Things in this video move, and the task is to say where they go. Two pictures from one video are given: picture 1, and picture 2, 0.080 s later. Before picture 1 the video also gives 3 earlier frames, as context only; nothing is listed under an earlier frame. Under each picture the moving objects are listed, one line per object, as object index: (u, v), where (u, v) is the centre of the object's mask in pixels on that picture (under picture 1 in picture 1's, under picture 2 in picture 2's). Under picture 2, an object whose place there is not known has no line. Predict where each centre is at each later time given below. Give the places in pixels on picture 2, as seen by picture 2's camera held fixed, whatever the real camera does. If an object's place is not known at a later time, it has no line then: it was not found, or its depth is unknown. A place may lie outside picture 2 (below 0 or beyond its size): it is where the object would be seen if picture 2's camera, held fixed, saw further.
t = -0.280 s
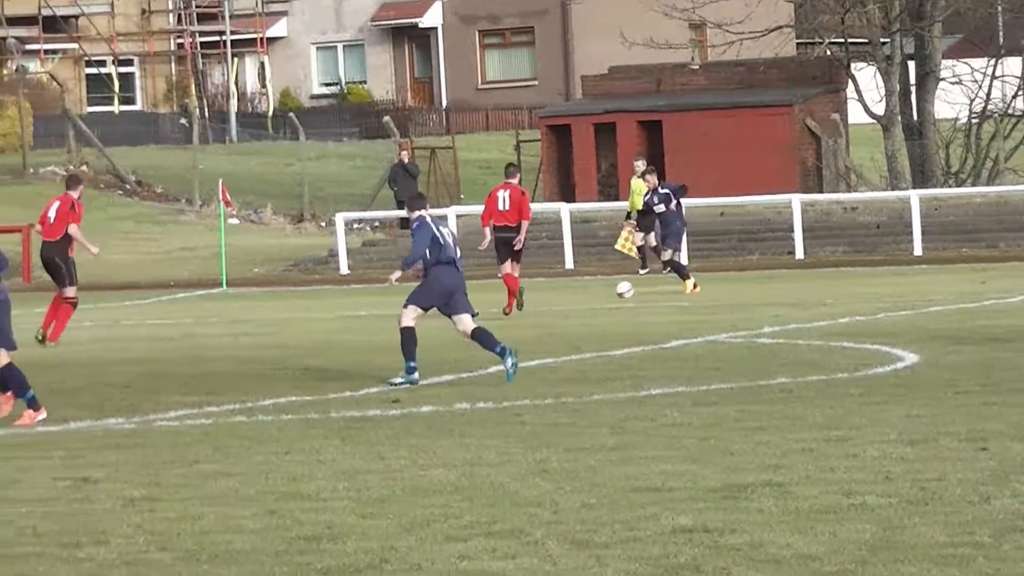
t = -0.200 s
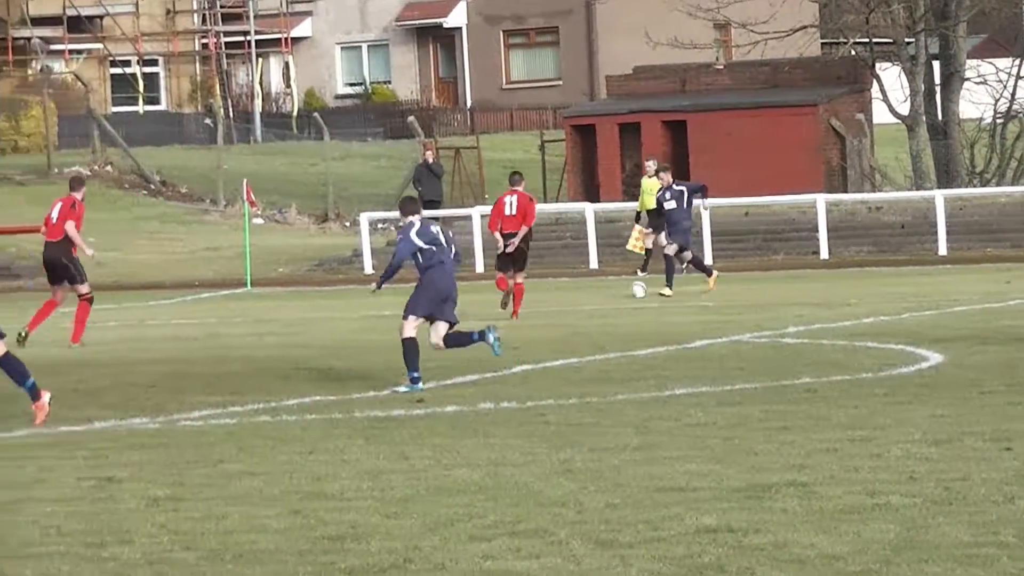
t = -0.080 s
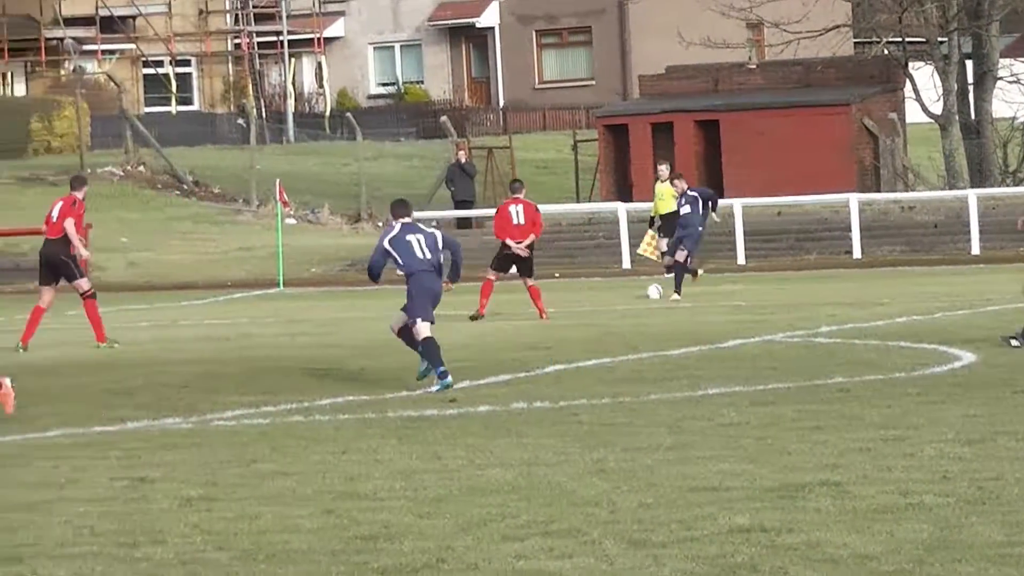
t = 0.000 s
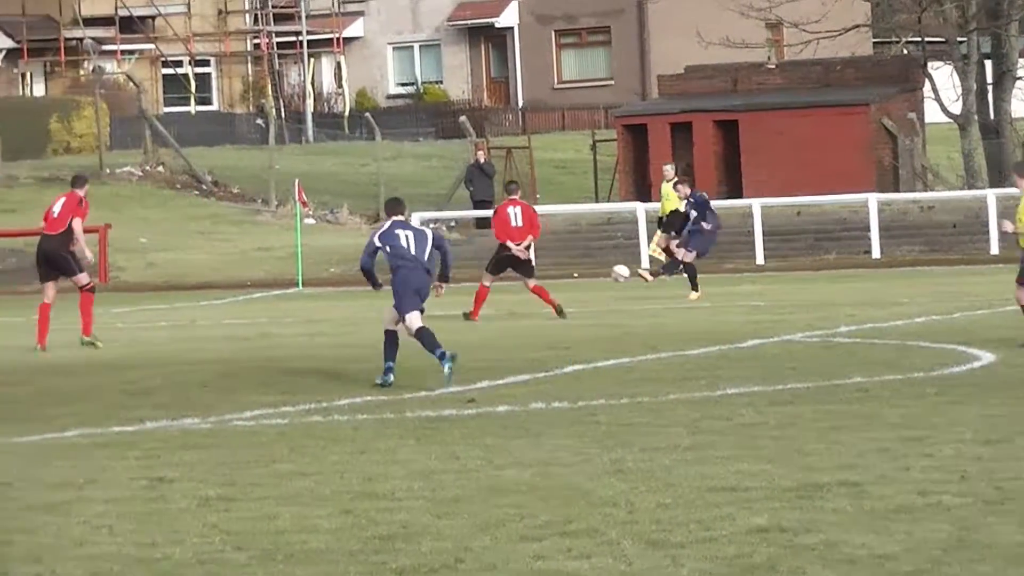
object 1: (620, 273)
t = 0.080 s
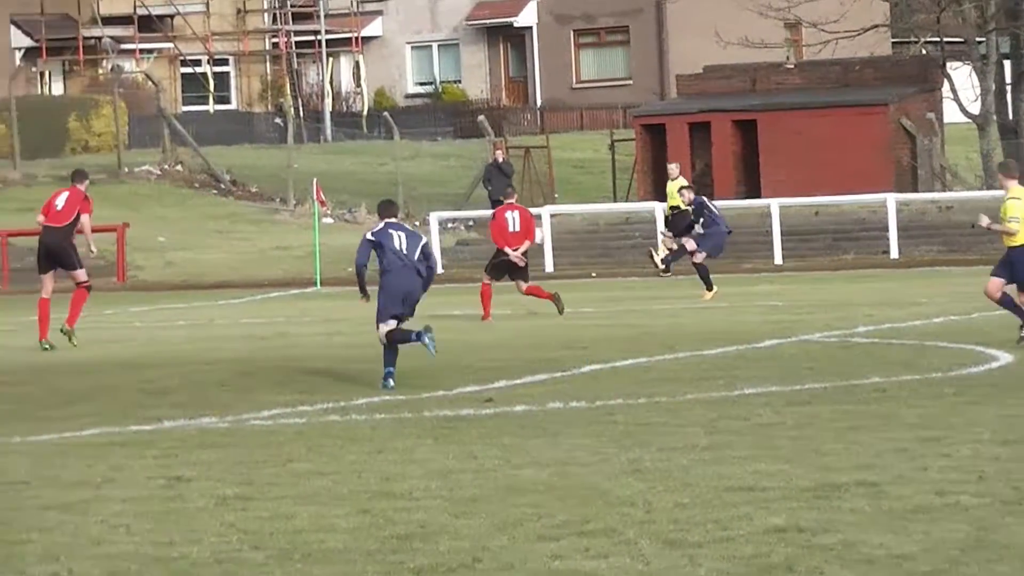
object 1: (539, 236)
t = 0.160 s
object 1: (444, 203)
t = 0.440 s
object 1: (115, 140)
